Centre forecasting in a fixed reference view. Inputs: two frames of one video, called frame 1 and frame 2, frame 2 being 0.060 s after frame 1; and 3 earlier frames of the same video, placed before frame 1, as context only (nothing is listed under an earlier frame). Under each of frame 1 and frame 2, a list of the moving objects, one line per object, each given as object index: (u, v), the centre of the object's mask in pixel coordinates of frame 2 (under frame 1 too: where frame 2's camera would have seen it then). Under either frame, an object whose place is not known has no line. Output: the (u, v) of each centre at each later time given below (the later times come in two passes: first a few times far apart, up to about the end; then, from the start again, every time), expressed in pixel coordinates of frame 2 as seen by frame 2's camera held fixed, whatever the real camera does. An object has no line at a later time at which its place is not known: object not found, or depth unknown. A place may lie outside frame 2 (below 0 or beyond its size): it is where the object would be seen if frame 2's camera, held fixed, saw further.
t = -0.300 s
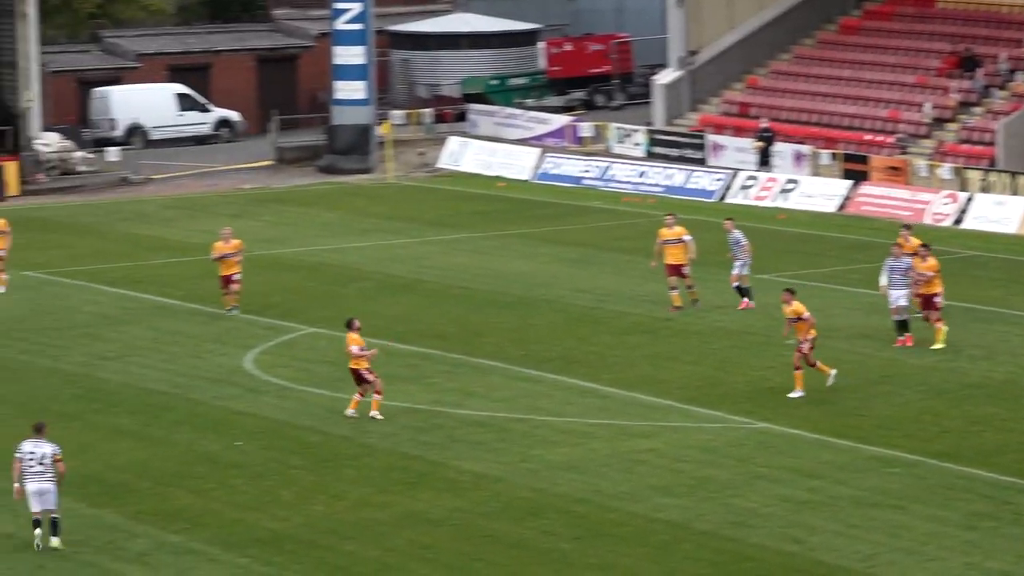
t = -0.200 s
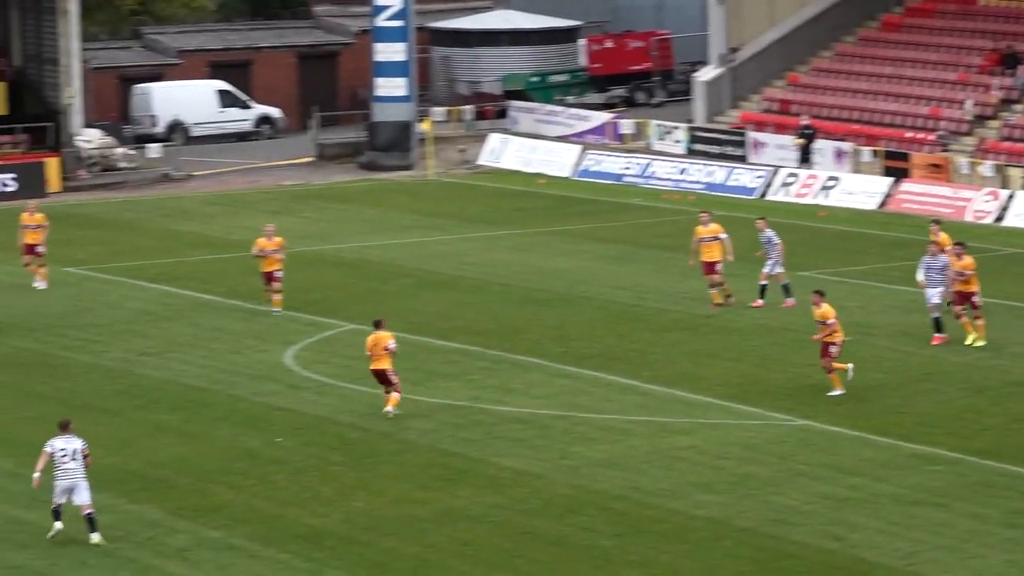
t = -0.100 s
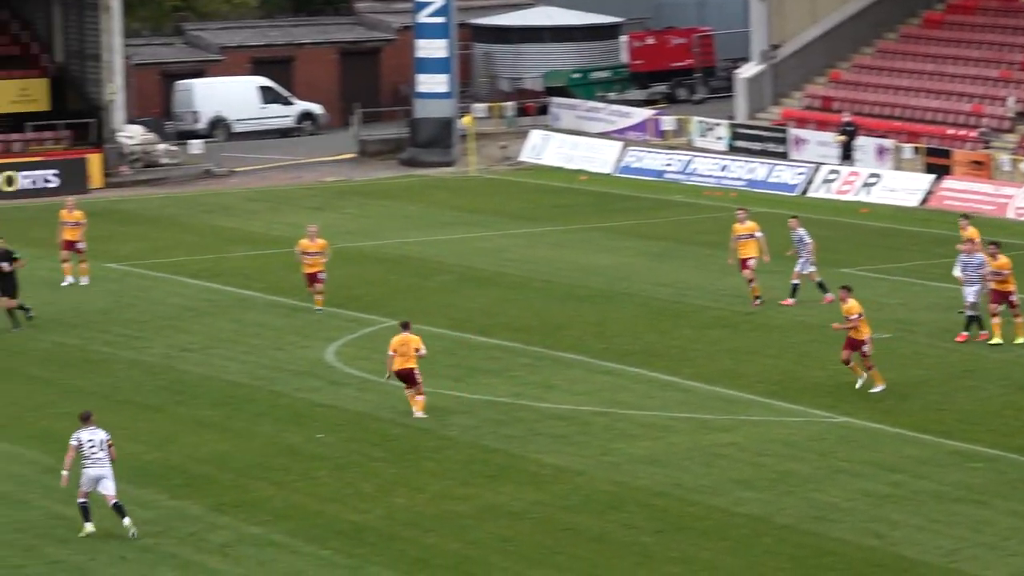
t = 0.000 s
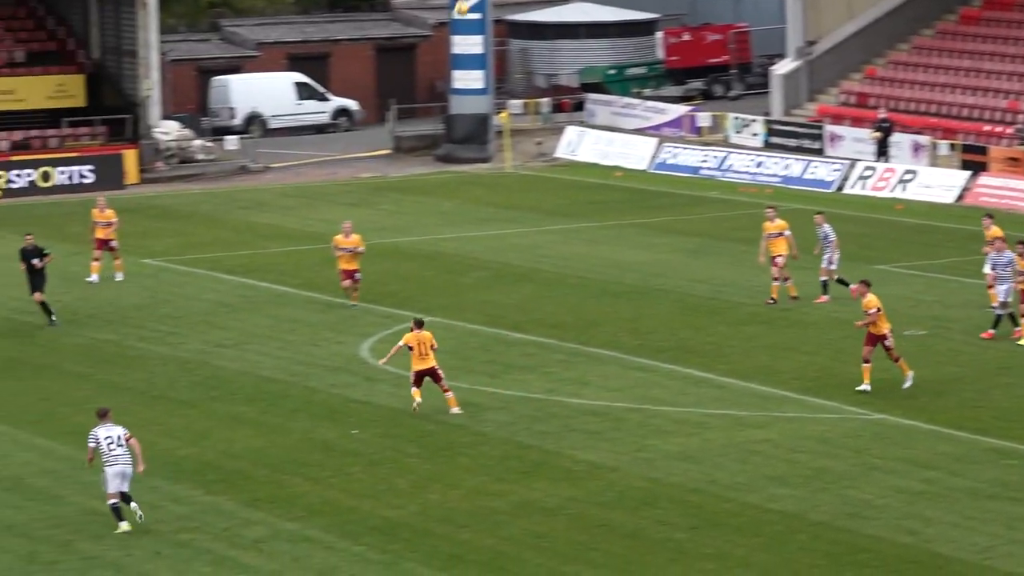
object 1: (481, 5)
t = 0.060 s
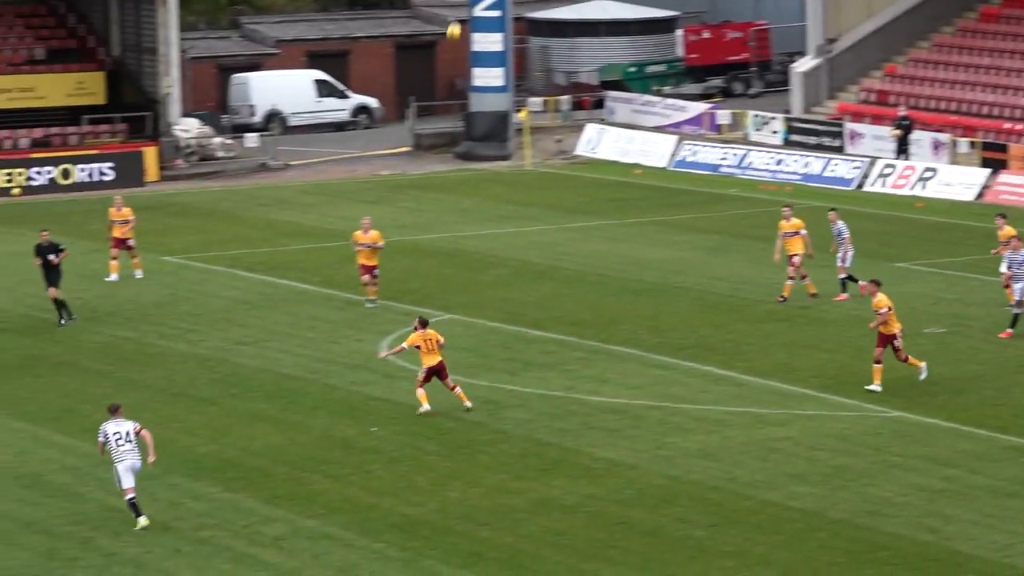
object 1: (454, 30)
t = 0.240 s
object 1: (372, 122)
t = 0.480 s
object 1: (263, 276)
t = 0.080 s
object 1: (444, 41)
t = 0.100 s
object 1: (435, 50)
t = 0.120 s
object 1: (426, 59)
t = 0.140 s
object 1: (417, 69)
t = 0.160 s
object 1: (408, 80)
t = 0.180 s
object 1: (398, 90)
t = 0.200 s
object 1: (389, 100)
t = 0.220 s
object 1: (381, 112)
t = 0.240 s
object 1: (372, 122)
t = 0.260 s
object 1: (362, 132)
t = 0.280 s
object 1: (353, 144)
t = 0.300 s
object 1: (344, 156)
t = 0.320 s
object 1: (335, 168)
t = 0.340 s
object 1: (326, 180)
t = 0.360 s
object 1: (316, 194)
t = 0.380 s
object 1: (308, 206)
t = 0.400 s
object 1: (299, 219)
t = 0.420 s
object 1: (290, 233)
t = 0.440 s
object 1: (281, 247)
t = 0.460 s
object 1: (272, 260)
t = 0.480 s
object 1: (263, 276)
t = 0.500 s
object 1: (254, 290)
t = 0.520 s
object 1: (245, 305)
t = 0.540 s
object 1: (236, 320)
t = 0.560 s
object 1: (228, 336)
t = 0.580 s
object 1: (218, 352)
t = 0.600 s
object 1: (208, 369)
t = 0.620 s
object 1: (200, 386)
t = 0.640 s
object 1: (190, 403)
